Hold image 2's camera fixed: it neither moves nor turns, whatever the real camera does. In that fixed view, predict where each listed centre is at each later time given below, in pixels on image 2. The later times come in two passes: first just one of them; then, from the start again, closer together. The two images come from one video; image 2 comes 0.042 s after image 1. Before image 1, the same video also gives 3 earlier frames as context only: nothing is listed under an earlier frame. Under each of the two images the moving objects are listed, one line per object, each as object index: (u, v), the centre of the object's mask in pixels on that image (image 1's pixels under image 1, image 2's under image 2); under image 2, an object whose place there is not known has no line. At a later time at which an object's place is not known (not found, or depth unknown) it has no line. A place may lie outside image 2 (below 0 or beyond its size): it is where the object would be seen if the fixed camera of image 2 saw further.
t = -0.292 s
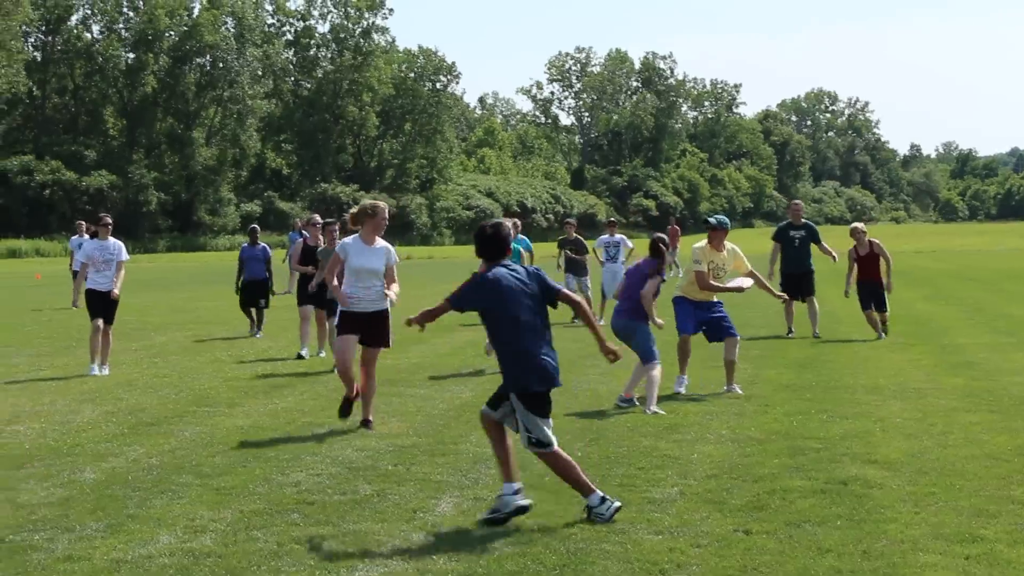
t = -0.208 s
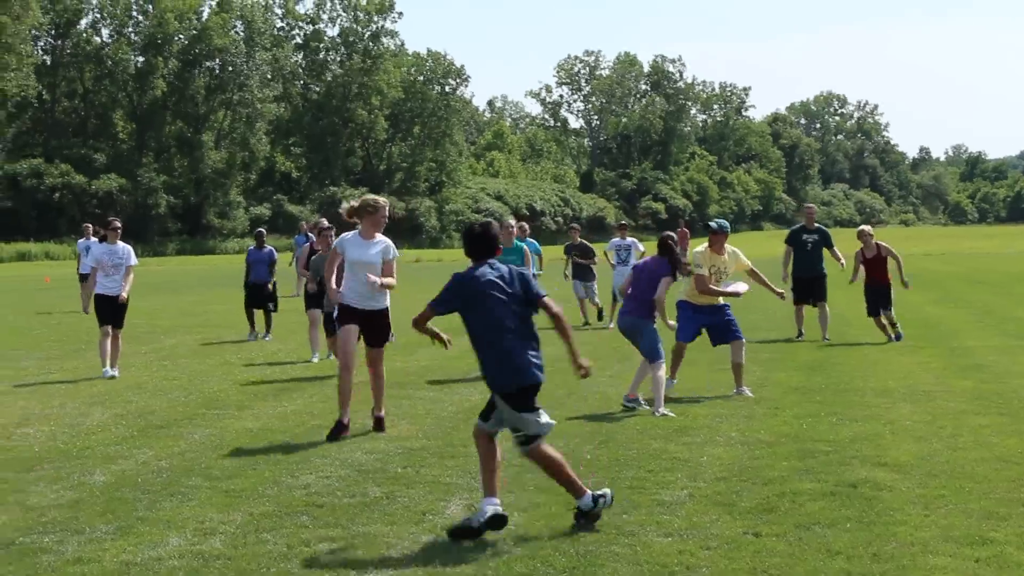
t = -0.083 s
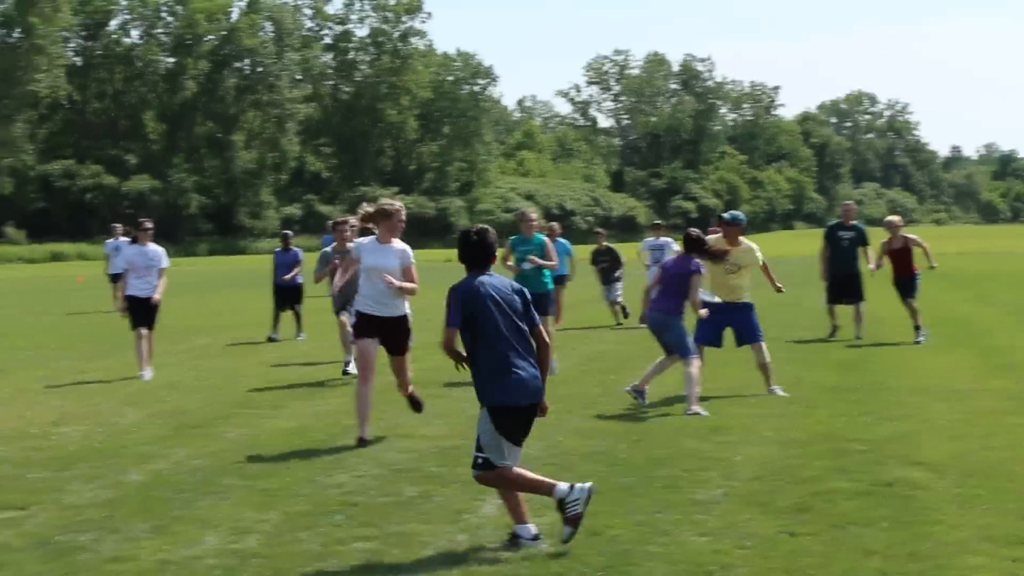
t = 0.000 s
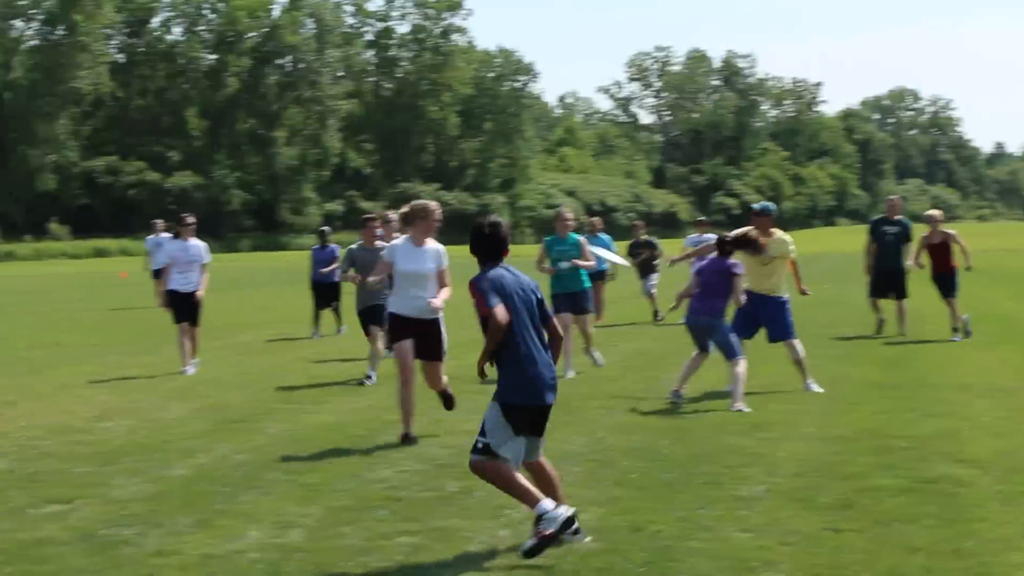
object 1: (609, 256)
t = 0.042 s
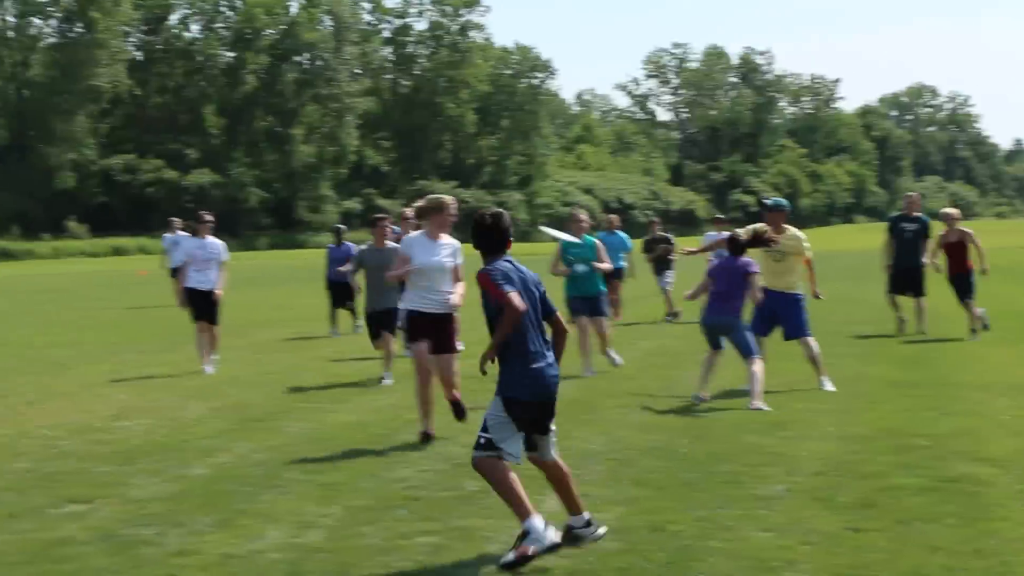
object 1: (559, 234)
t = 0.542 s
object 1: (-210, 32)
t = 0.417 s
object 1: (-3, 81)
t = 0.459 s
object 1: (-70, 64)
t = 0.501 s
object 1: (-139, 49)
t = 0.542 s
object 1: (-210, 32)
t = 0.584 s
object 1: (-281, 17)
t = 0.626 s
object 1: (-353, 1)
